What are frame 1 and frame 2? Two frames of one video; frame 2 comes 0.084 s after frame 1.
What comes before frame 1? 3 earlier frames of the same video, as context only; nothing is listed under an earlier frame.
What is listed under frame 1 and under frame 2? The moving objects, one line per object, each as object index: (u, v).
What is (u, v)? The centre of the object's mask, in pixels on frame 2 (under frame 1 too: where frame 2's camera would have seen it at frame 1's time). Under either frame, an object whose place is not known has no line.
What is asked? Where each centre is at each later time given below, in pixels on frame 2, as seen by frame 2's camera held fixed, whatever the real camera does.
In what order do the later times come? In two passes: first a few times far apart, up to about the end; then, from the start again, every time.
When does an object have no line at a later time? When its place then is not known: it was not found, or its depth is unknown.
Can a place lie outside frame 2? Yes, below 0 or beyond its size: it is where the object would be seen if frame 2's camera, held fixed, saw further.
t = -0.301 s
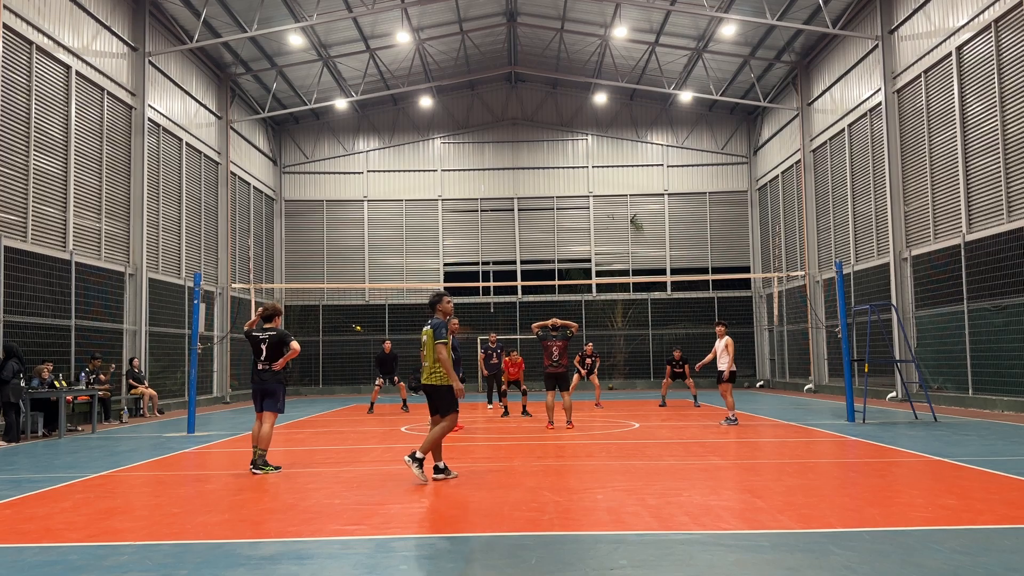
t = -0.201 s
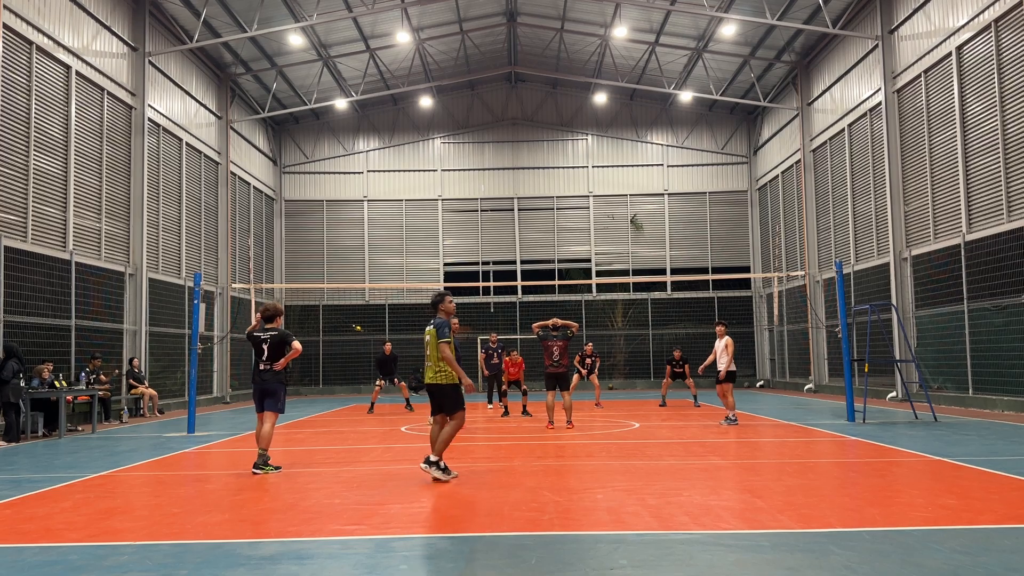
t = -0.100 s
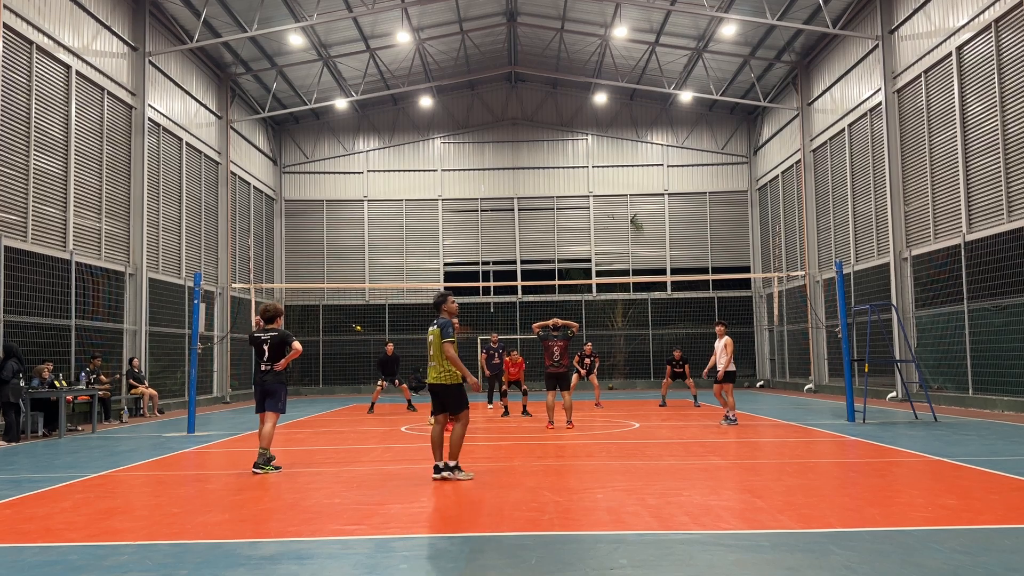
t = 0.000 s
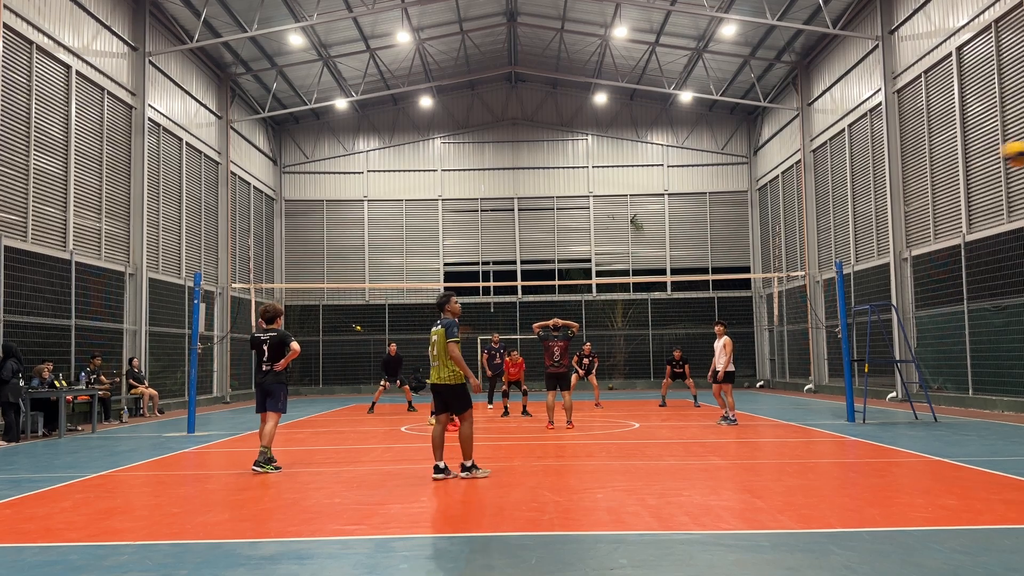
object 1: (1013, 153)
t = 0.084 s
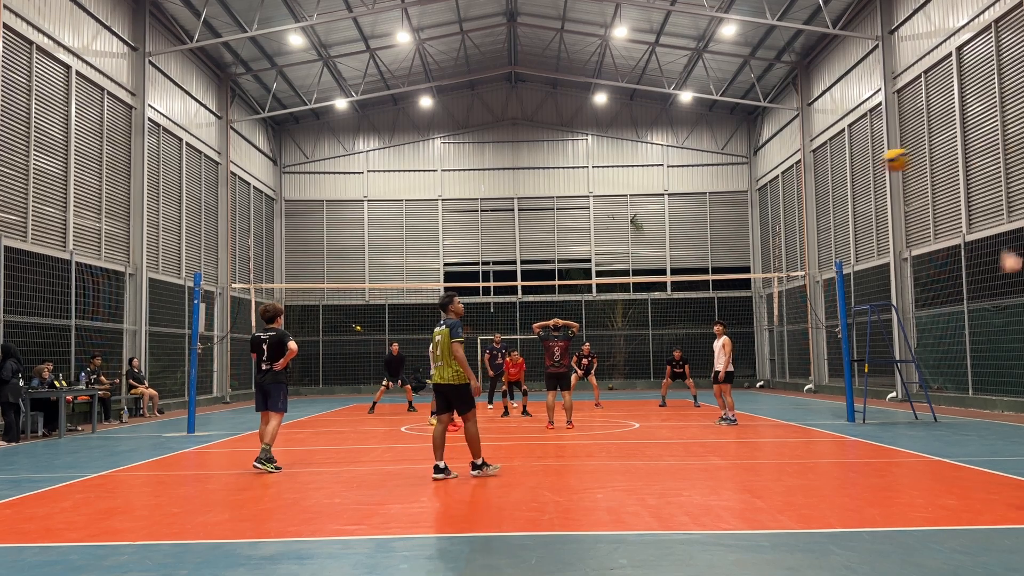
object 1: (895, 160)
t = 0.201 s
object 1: (772, 178)
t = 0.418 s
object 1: (628, 222)
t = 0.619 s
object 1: (545, 268)
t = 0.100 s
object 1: (875, 161)
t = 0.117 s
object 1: (856, 163)
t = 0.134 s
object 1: (837, 166)
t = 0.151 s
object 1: (818, 169)
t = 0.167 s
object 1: (803, 172)
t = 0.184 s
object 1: (786, 175)
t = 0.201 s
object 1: (772, 178)
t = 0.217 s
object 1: (758, 181)
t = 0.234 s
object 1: (745, 185)
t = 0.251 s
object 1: (730, 188)
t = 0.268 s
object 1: (717, 192)
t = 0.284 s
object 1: (706, 195)
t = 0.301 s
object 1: (695, 198)
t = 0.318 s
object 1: (684, 201)
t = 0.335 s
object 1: (674, 205)
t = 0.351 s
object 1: (665, 208)
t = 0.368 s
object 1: (655, 212)
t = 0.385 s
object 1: (645, 215)
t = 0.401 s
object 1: (636, 219)
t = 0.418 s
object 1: (628, 222)
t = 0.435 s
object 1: (620, 226)
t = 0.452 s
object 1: (612, 230)
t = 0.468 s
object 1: (604, 234)
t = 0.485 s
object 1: (597, 237)
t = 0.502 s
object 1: (590, 241)
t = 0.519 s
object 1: (582, 245)
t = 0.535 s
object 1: (576, 249)
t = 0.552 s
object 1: (569, 252)
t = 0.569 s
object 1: (563, 256)
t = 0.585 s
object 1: (557, 260)
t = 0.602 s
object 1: (551, 264)
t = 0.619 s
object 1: (545, 268)
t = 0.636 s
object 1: (539, 272)
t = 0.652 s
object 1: (534, 276)
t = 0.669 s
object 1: (529, 278)
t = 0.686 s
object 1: (525, 280)
